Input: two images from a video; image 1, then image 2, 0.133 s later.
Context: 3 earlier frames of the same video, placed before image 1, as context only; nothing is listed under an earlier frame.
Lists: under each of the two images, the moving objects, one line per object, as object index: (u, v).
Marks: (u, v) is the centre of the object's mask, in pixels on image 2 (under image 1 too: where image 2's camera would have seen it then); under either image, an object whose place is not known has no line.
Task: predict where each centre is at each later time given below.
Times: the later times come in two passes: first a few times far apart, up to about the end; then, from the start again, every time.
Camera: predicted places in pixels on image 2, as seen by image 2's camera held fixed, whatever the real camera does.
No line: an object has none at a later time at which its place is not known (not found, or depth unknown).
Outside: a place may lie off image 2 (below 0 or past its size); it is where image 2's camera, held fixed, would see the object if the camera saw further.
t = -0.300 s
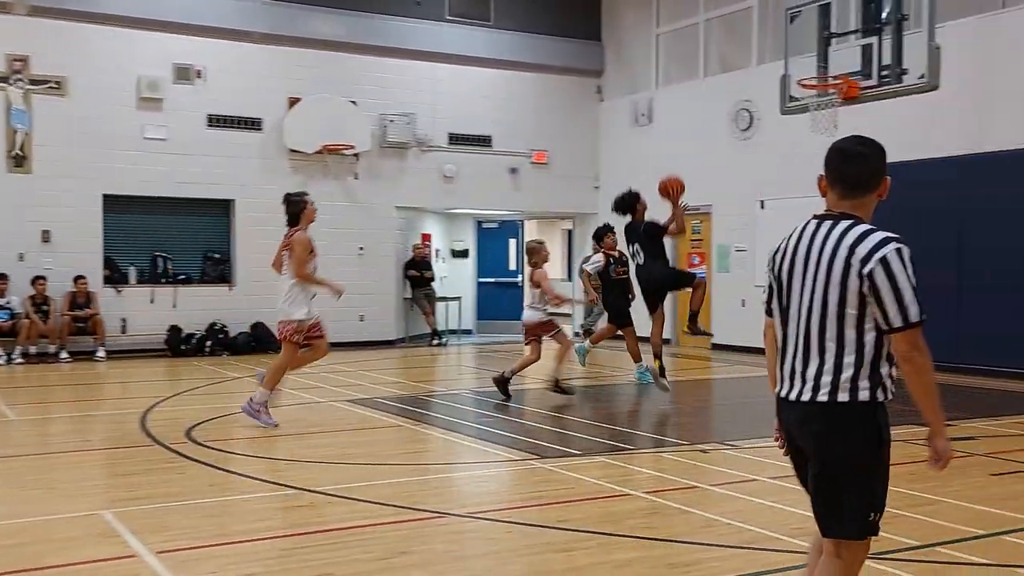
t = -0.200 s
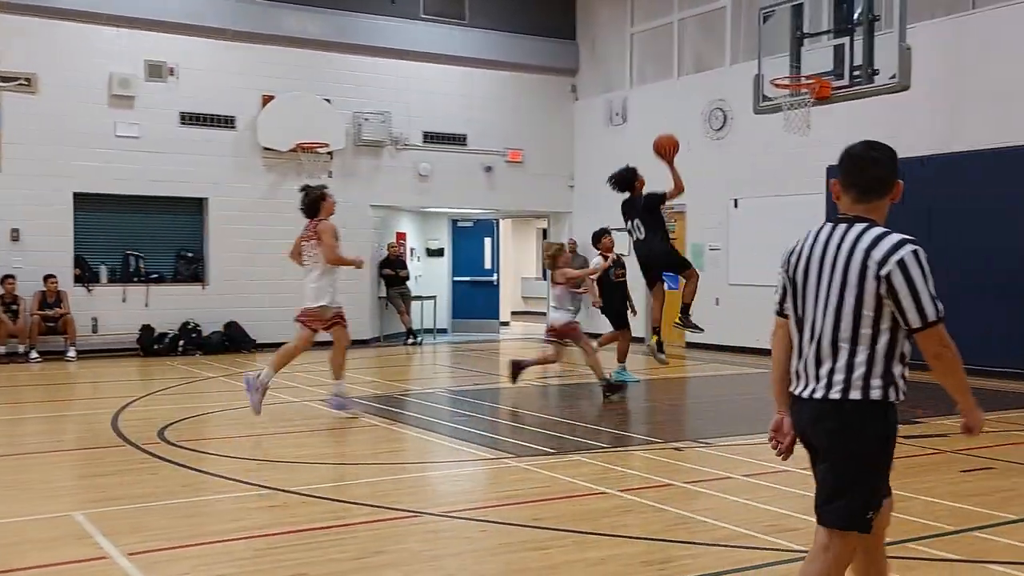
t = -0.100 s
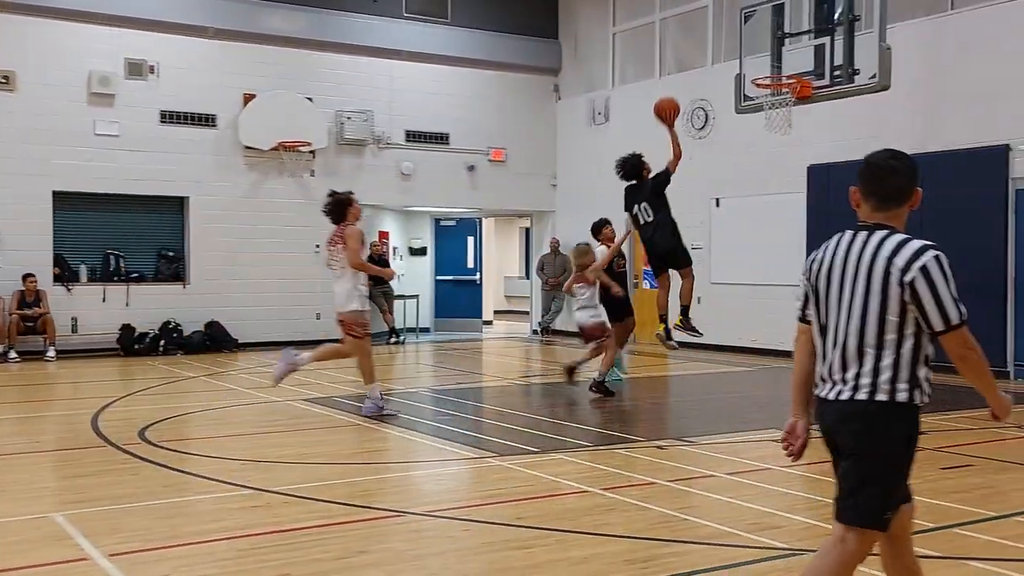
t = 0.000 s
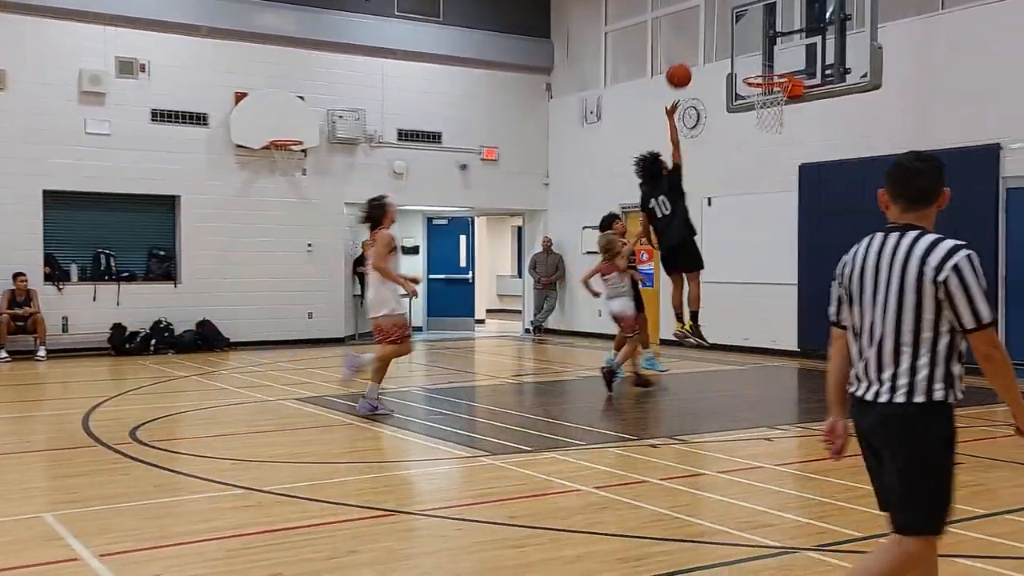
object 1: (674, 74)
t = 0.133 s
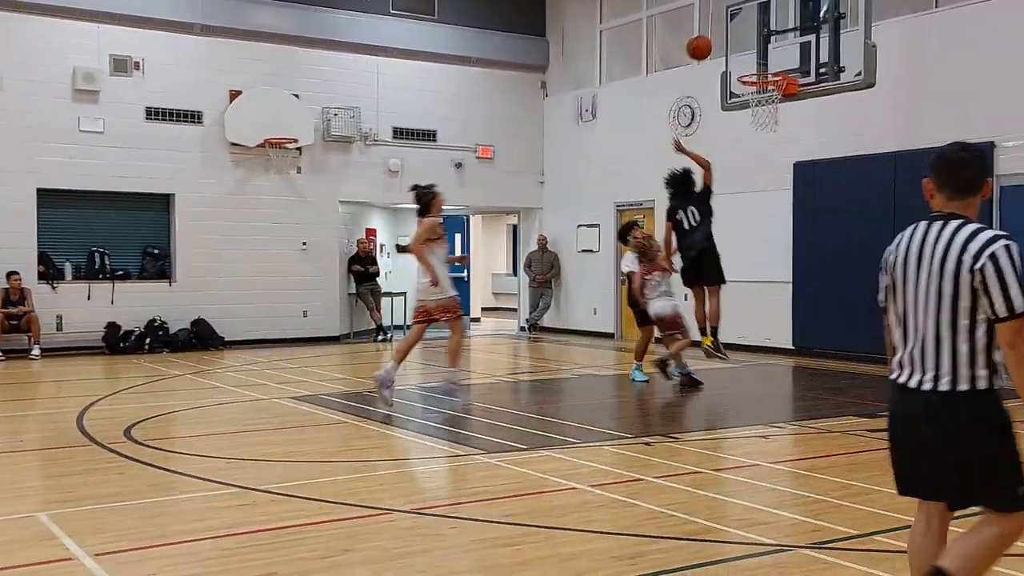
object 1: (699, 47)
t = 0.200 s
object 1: (711, 42)
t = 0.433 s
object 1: (753, 56)
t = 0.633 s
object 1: (759, 90)
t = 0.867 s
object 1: (750, 104)
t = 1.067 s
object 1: (748, 145)
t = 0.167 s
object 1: (705, 44)
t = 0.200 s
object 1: (711, 42)
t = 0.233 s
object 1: (718, 40)
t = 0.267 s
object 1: (723, 40)
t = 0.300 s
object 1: (729, 41)
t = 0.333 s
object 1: (736, 43)
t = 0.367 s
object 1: (741, 46)
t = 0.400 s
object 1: (747, 50)
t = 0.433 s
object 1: (753, 56)
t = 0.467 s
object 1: (759, 62)
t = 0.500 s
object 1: (764, 66)
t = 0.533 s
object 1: (770, 76)
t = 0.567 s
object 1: (767, 80)
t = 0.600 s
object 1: (764, 84)
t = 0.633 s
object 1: (759, 90)
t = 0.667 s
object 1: (756, 93)
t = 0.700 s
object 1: (753, 93)
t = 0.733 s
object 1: (752, 93)
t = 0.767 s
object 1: (750, 100)
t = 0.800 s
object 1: (750, 101)
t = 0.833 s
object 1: (750, 102)
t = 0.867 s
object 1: (750, 104)
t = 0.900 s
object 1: (750, 107)
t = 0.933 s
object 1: (749, 113)
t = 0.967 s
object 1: (749, 118)
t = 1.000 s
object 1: (749, 126)
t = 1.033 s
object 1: (748, 135)
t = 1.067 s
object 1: (748, 145)
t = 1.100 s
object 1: (748, 156)
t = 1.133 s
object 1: (748, 169)
